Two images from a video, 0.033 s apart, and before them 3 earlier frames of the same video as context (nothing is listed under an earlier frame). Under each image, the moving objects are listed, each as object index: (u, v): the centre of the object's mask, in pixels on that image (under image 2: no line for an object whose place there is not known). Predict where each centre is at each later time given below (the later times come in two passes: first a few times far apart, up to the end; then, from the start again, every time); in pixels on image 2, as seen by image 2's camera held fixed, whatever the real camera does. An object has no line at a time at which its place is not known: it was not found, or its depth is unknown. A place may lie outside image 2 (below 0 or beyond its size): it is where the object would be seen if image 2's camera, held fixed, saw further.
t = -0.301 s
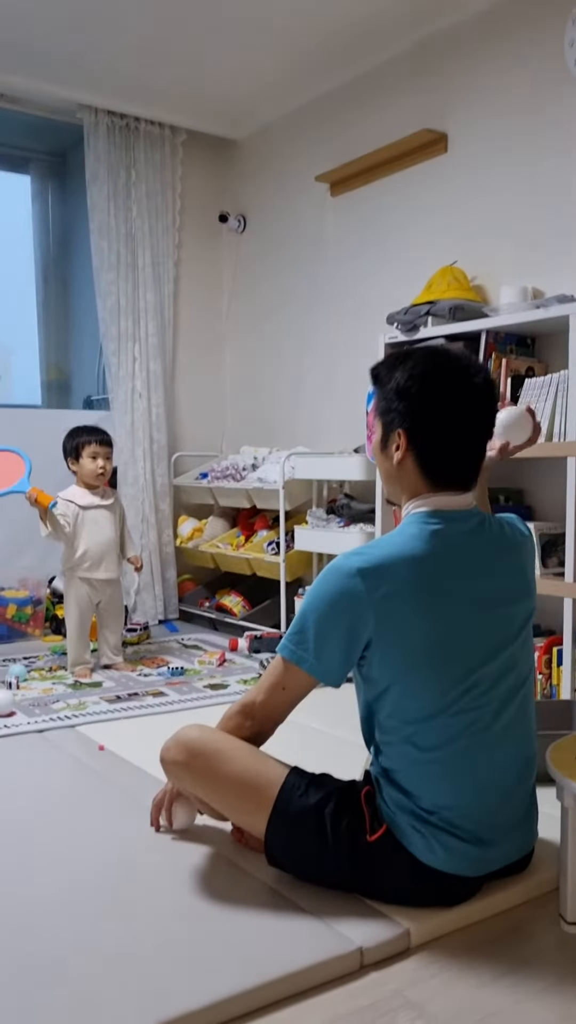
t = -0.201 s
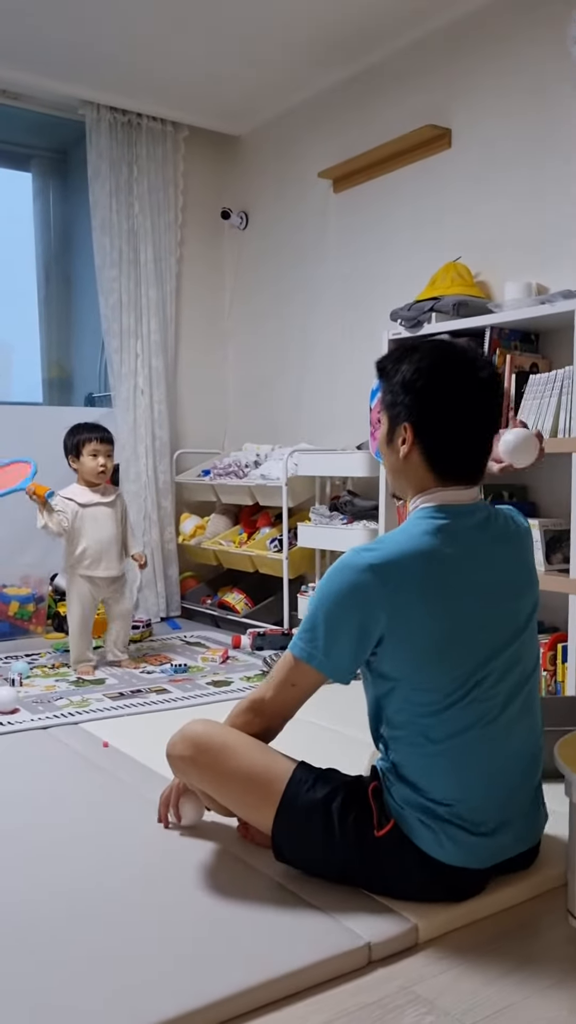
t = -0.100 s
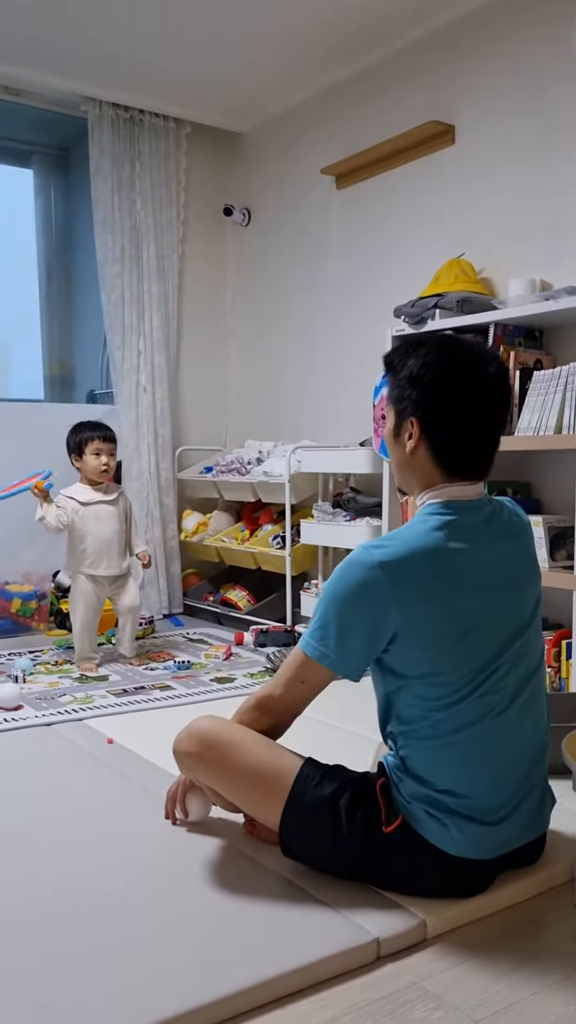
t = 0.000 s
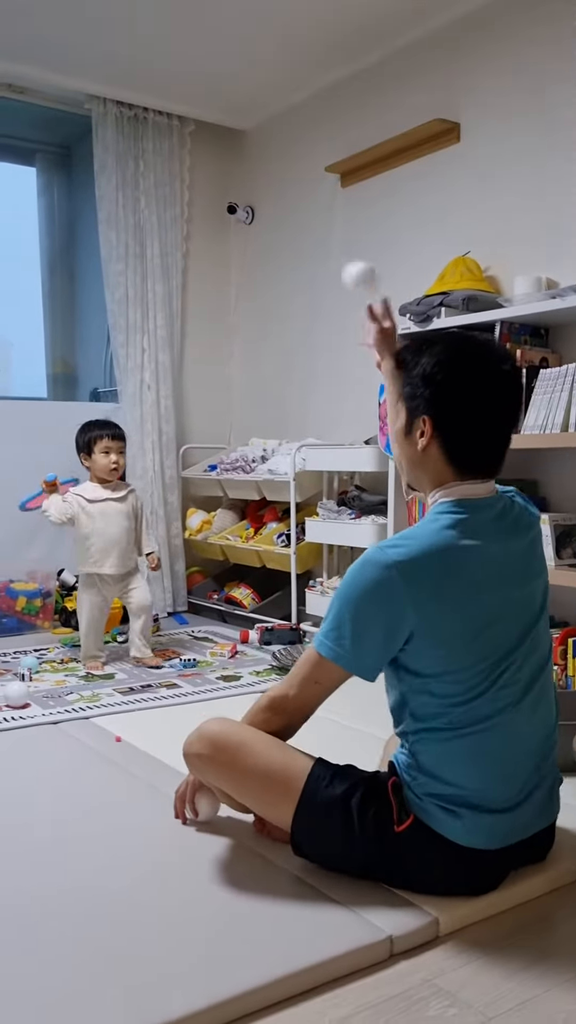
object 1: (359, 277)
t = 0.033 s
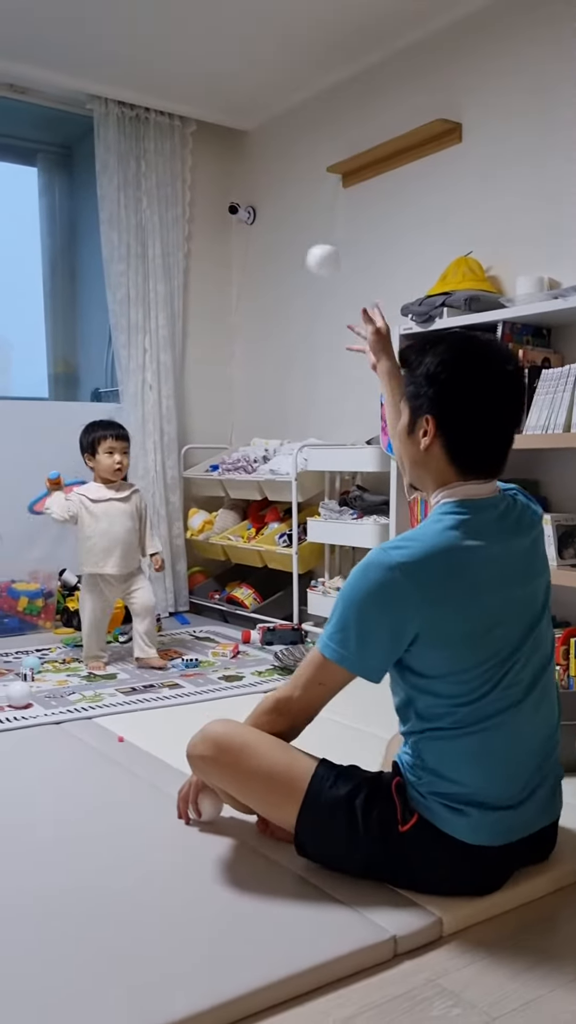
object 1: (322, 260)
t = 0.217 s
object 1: (166, 256)
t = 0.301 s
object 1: (113, 290)
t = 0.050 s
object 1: (305, 255)
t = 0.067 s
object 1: (289, 250)
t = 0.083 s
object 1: (272, 247)
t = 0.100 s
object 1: (256, 244)
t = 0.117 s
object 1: (241, 243)
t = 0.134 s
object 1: (228, 243)
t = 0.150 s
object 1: (215, 244)
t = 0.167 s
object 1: (202, 246)
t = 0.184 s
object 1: (190, 248)
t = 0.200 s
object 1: (177, 252)
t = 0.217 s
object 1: (166, 256)
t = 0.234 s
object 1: (154, 261)
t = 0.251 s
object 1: (143, 267)
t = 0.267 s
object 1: (132, 274)
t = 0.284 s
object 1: (123, 282)
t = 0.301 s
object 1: (113, 290)
